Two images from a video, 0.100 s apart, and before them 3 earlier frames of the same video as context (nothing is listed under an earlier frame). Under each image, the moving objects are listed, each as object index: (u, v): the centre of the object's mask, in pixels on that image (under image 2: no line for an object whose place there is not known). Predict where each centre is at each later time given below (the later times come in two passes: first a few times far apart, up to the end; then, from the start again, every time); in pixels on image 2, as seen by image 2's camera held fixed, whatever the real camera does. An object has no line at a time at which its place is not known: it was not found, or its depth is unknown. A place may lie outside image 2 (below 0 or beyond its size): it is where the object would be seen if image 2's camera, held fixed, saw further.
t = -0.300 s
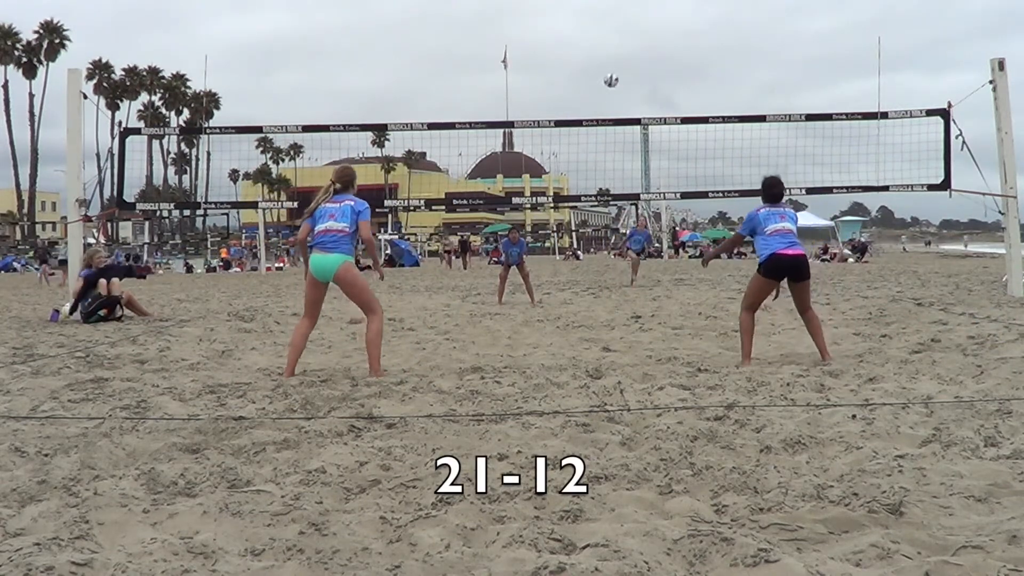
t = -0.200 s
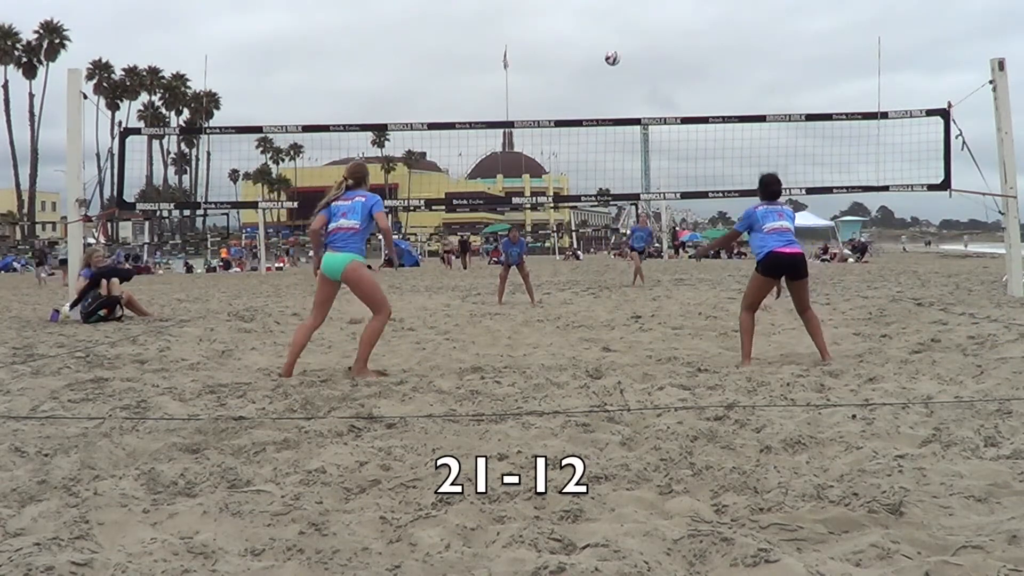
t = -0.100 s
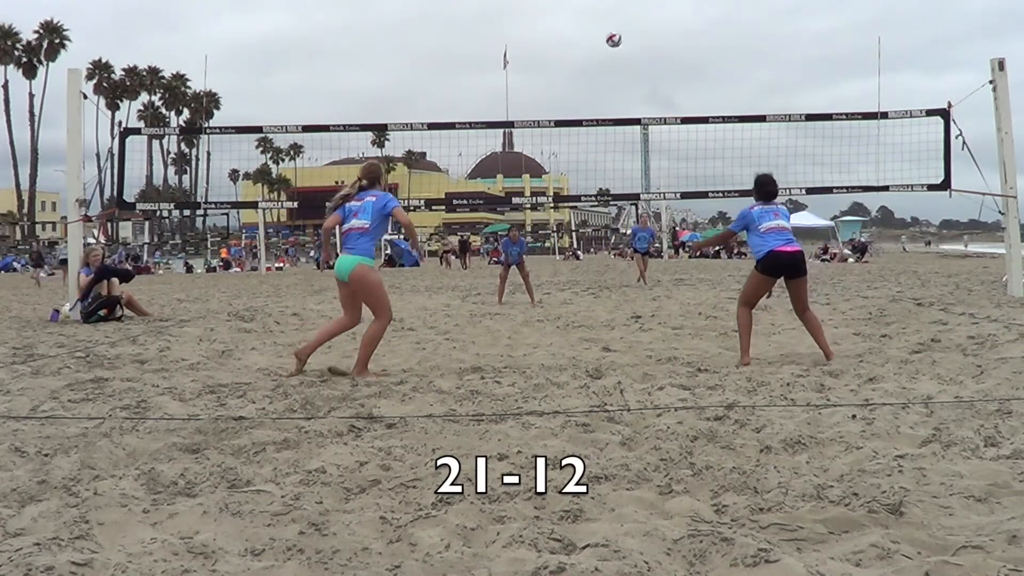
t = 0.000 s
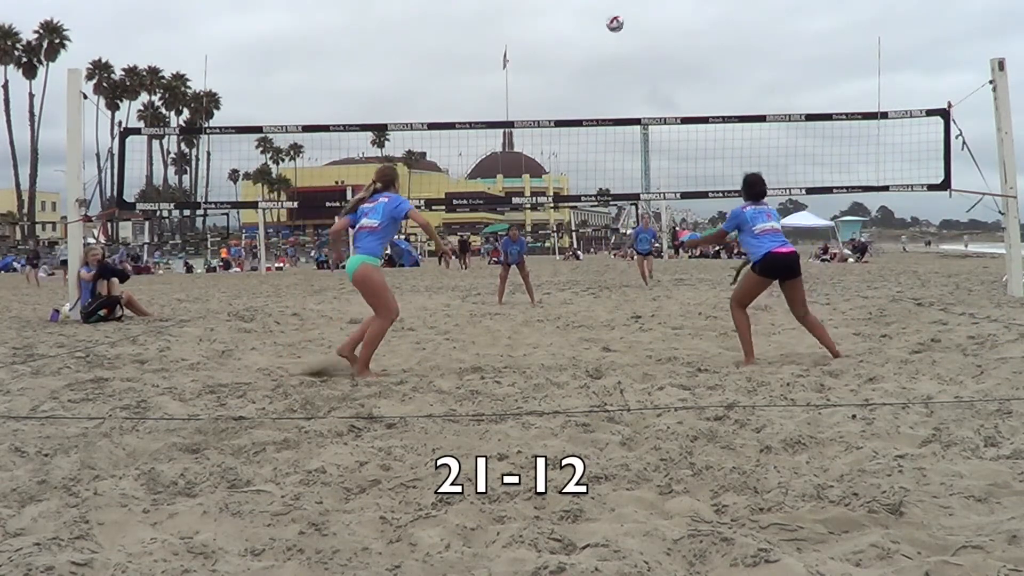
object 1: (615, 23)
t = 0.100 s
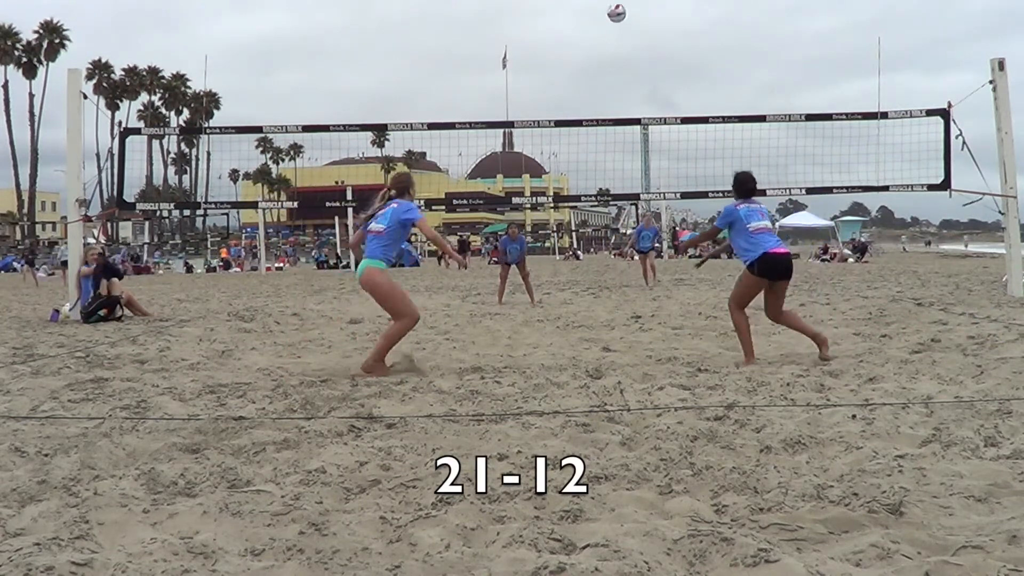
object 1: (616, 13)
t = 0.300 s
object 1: (625, 14)
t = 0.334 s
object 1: (628, 18)
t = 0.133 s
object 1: (617, 10)
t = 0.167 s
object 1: (618, 10)
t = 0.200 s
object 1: (620, 9)
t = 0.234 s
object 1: (622, 10)
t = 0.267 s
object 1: (624, 11)
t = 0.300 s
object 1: (625, 14)
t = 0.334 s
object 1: (628, 18)
